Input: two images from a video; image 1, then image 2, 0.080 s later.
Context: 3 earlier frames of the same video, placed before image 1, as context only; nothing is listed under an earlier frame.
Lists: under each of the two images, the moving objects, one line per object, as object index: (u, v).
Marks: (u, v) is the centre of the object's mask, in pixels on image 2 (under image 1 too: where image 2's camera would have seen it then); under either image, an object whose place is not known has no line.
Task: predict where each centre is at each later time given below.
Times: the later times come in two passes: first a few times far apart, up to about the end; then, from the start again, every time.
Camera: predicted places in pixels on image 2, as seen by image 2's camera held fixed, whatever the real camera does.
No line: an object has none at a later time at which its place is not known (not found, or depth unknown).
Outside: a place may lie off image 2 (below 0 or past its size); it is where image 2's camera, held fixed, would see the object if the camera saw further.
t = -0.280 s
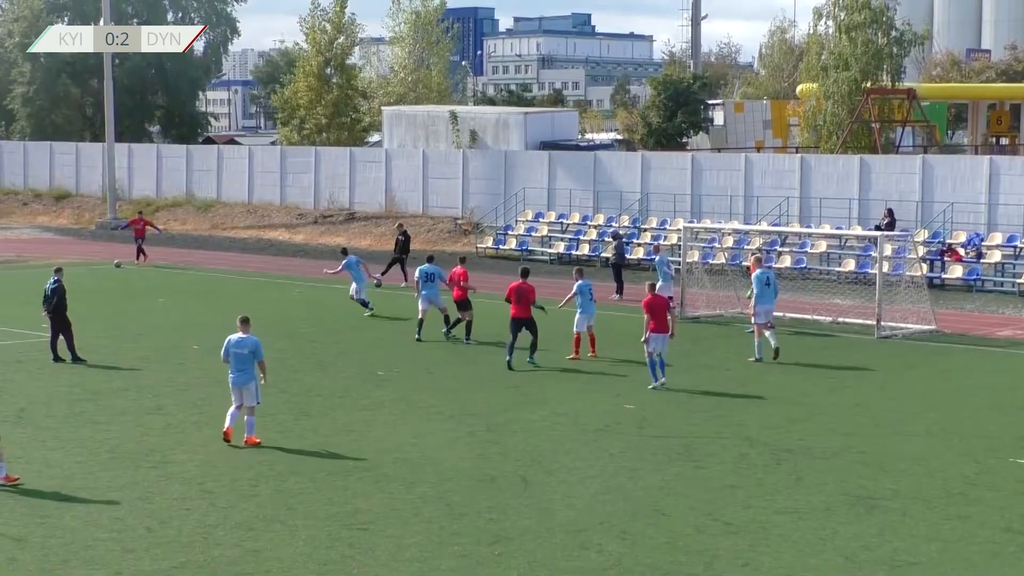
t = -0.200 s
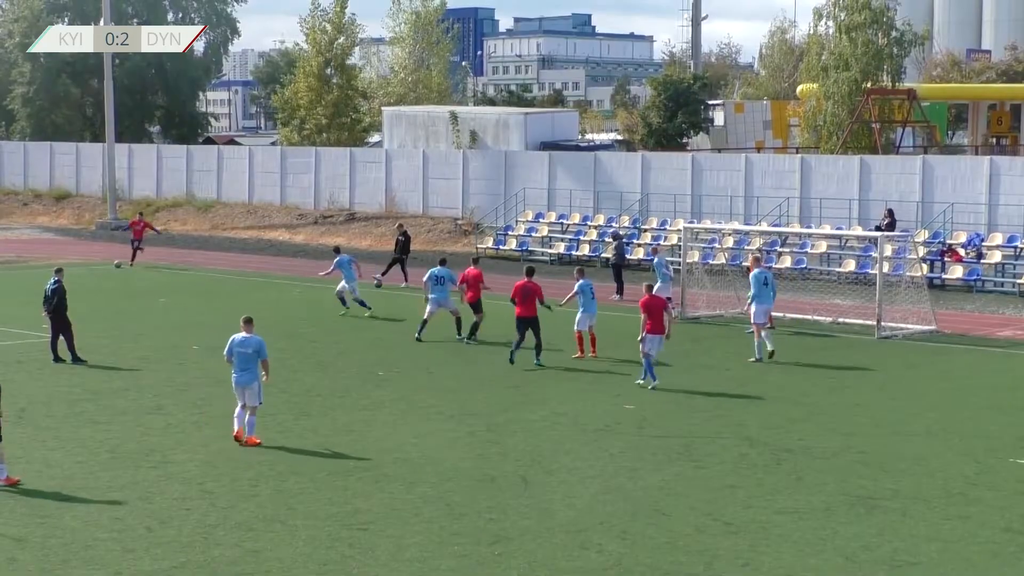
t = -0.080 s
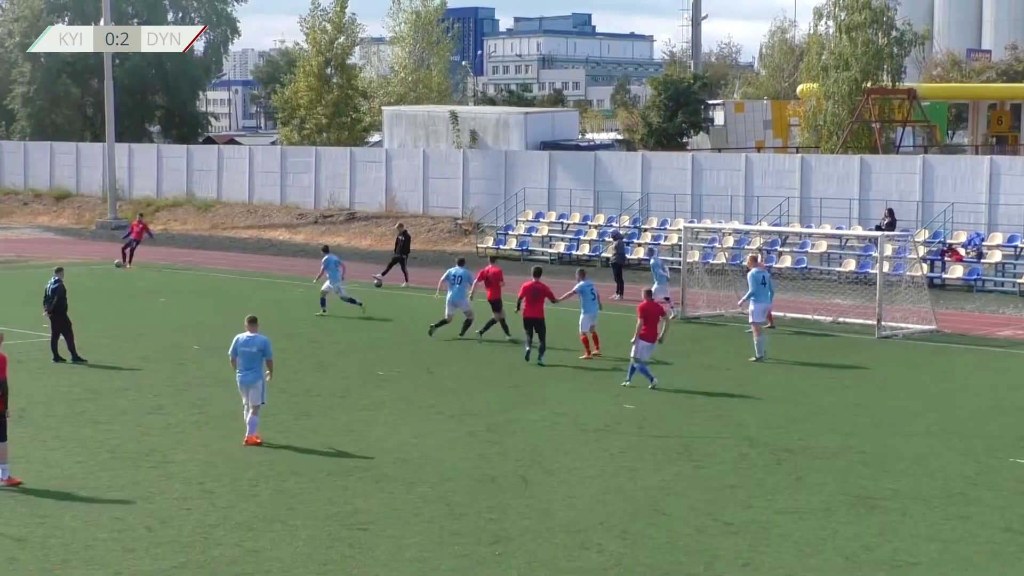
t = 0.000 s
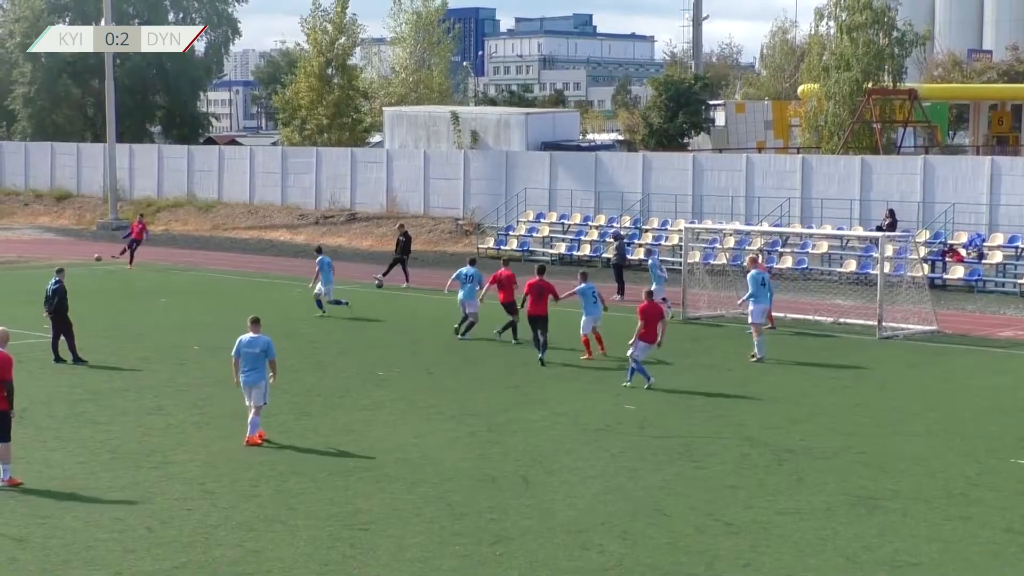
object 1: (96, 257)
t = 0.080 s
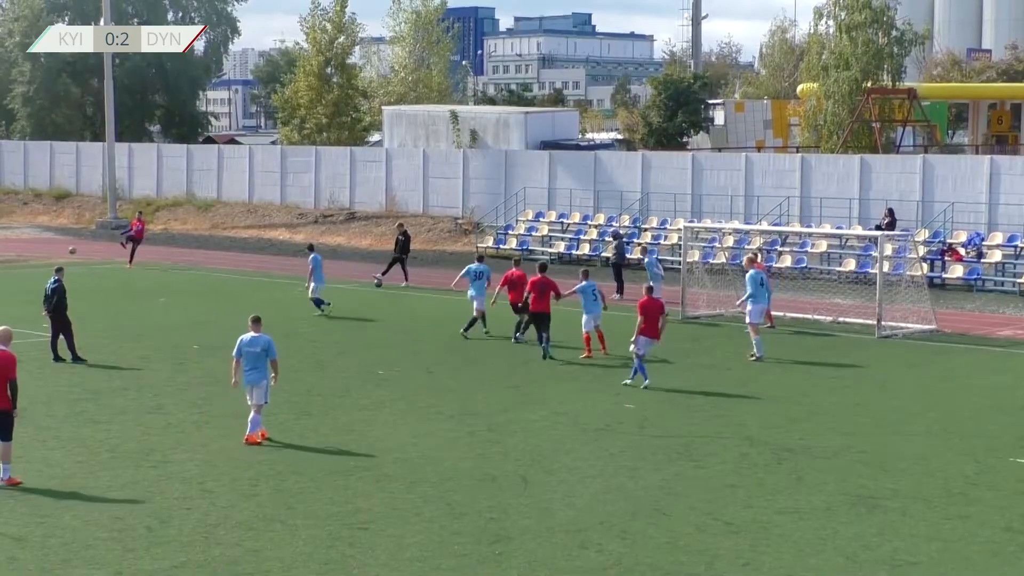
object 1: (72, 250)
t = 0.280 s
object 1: (9, 244)
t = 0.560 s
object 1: (-82, 263)
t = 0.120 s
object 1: (59, 248)
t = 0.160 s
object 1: (47, 246)
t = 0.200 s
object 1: (34, 245)
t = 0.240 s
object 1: (21, 244)
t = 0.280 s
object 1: (9, 244)
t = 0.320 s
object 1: (-2, 244)
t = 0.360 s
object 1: (-12, 246)
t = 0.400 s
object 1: (-27, 247)
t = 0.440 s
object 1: (-40, 250)
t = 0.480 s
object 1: (-54, 253)
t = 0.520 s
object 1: (-69, 258)
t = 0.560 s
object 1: (-82, 263)
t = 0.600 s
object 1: (-95, 270)
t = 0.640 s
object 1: (-110, 277)
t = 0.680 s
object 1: (-123, 285)
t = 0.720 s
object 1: (-137, 295)
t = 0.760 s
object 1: (-152, 306)
